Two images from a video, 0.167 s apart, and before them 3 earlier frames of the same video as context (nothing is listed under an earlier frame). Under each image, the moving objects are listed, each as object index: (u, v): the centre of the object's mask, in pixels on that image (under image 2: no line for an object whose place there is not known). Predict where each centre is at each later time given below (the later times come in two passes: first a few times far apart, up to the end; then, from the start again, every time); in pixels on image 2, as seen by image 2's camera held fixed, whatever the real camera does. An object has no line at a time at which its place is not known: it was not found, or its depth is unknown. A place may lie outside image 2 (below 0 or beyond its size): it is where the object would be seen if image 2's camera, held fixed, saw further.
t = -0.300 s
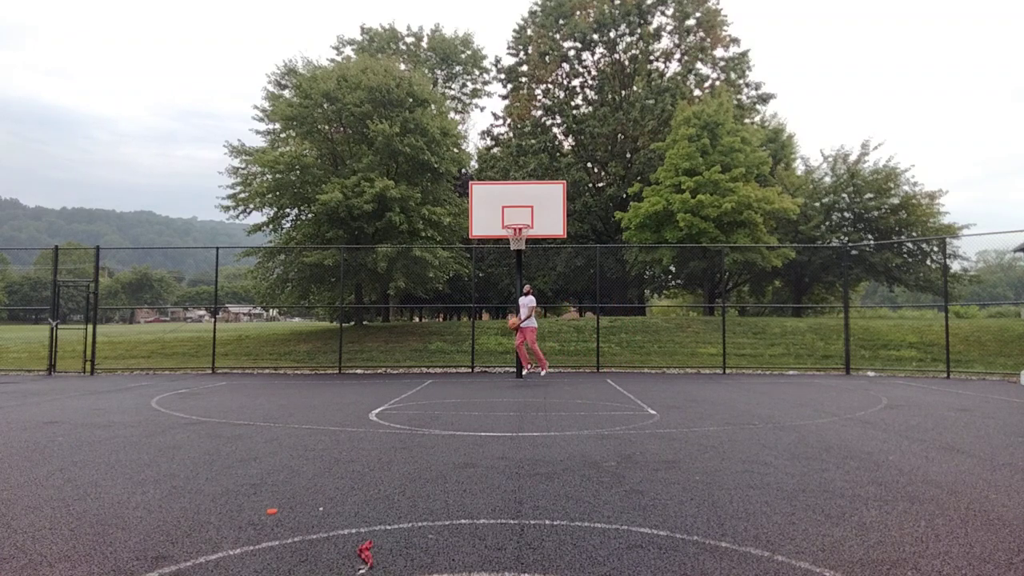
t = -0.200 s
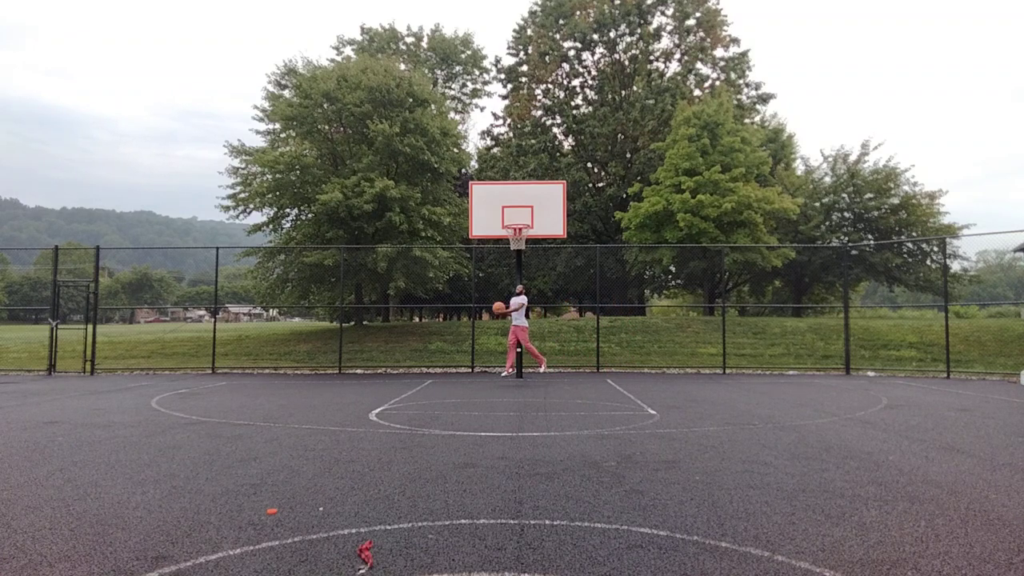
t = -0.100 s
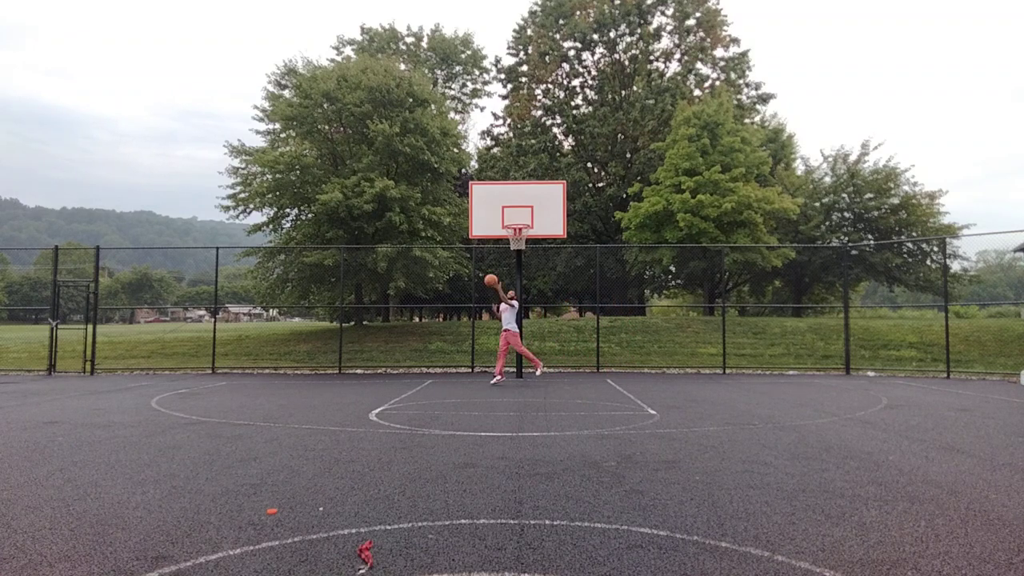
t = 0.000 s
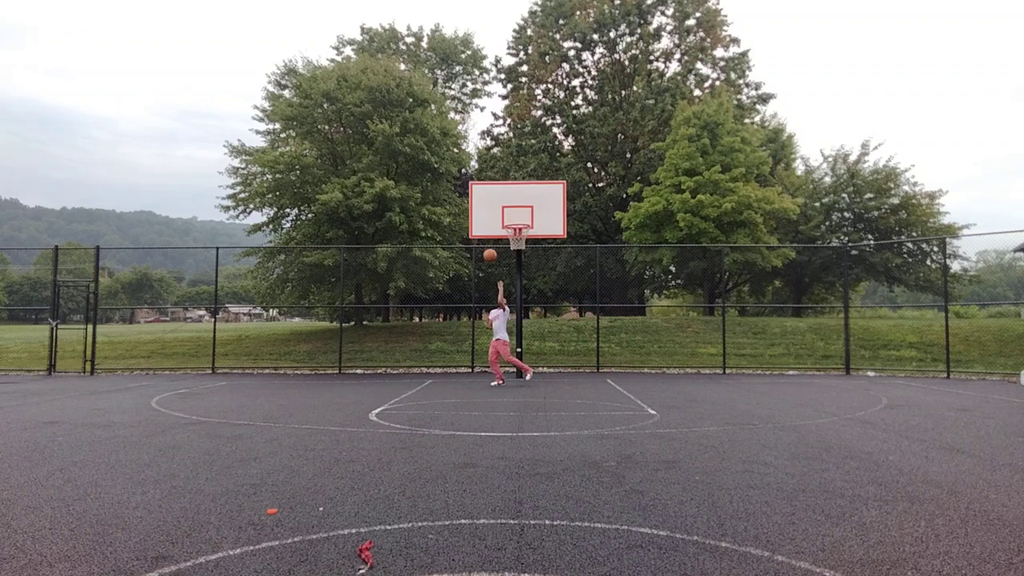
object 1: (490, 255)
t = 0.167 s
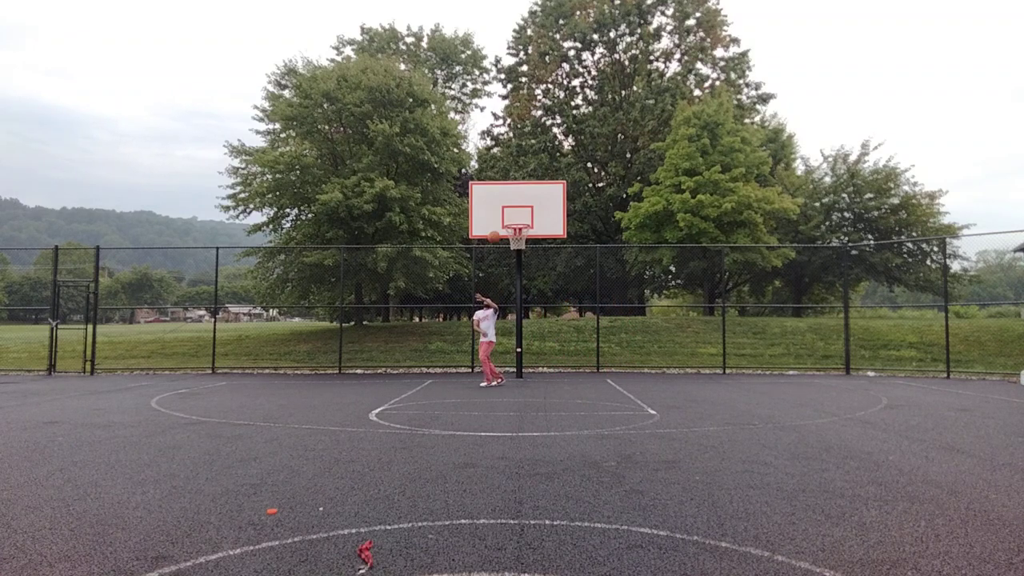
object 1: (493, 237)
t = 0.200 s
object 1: (495, 237)
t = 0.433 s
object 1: (509, 256)
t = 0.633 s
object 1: (522, 299)
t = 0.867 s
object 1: (537, 384)
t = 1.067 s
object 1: (544, 343)
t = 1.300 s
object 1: (550, 311)
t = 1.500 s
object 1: (555, 310)
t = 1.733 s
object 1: (562, 340)
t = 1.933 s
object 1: (568, 394)
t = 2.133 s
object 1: (574, 359)
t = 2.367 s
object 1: (581, 350)
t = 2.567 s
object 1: (589, 372)
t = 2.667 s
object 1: (592, 393)
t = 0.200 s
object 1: (495, 237)
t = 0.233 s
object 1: (497, 238)
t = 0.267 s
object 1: (499, 240)
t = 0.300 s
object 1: (501, 241)
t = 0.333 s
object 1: (503, 244)
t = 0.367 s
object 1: (505, 247)
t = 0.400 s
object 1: (507, 251)
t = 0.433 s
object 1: (509, 256)
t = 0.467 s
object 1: (511, 261)
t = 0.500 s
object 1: (513, 267)
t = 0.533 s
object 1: (516, 274)
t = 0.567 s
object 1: (517, 281)
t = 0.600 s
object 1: (520, 290)
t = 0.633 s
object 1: (522, 299)
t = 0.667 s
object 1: (524, 308)
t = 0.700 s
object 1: (526, 319)
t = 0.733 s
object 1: (529, 330)
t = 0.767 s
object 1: (531, 342)
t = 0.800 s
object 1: (533, 355)
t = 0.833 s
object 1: (535, 369)
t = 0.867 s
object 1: (537, 384)
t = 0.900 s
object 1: (539, 386)
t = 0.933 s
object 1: (540, 377)
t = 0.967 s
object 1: (541, 367)
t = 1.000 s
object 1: (542, 359)
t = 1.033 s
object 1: (543, 351)
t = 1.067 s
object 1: (544, 343)
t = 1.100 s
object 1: (544, 337)
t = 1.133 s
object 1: (545, 331)
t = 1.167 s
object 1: (546, 326)
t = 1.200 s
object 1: (547, 321)
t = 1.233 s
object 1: (548, 317)
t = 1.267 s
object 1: (549, 314)
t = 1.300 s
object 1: (550, 311)
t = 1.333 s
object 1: (551, 309)
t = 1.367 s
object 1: (552, 308)
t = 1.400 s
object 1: (553, 307)
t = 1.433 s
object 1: (554, 307)
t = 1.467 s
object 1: (555, 308)
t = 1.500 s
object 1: (555, 310)
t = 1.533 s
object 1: (556, 312)
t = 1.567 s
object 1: (557, 315)
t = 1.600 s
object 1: (558, 318)
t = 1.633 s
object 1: (559, 323)
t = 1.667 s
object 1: (560, 328)
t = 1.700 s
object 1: (561, 334)
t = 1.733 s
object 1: (562, 340)
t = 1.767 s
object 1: (563, 348)
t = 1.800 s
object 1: (564, 356)
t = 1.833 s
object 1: (565, 364)
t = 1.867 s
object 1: (566, 374)
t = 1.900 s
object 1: (567, 385)
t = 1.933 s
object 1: (568, 394)
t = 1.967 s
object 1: (569, 387)
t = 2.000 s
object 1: (570, 380)
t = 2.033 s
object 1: (571, 373)
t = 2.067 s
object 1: (572, 368)
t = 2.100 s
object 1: (573, 363)
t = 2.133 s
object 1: (574, 359)
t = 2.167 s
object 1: (575, 355)
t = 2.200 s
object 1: (576, 353)
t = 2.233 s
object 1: (577, 351)
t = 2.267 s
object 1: (578, 349)
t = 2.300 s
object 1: (579, 349)
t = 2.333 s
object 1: (580, 349)
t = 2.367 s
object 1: (581, 350)
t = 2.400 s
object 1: (583, 351)
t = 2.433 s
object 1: (584, 354)
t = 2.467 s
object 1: (585, 357)
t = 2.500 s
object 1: (586, 361)
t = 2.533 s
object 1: (587, 366)
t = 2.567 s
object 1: (589, 372)
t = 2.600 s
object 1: (590, 378)
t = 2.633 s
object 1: (591, 385)
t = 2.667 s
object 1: (592, 393)
